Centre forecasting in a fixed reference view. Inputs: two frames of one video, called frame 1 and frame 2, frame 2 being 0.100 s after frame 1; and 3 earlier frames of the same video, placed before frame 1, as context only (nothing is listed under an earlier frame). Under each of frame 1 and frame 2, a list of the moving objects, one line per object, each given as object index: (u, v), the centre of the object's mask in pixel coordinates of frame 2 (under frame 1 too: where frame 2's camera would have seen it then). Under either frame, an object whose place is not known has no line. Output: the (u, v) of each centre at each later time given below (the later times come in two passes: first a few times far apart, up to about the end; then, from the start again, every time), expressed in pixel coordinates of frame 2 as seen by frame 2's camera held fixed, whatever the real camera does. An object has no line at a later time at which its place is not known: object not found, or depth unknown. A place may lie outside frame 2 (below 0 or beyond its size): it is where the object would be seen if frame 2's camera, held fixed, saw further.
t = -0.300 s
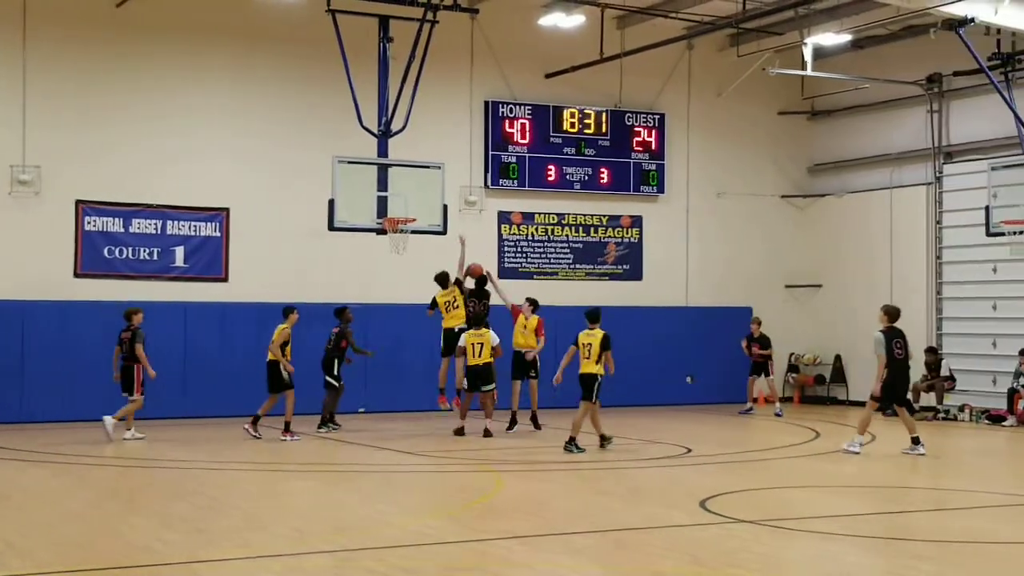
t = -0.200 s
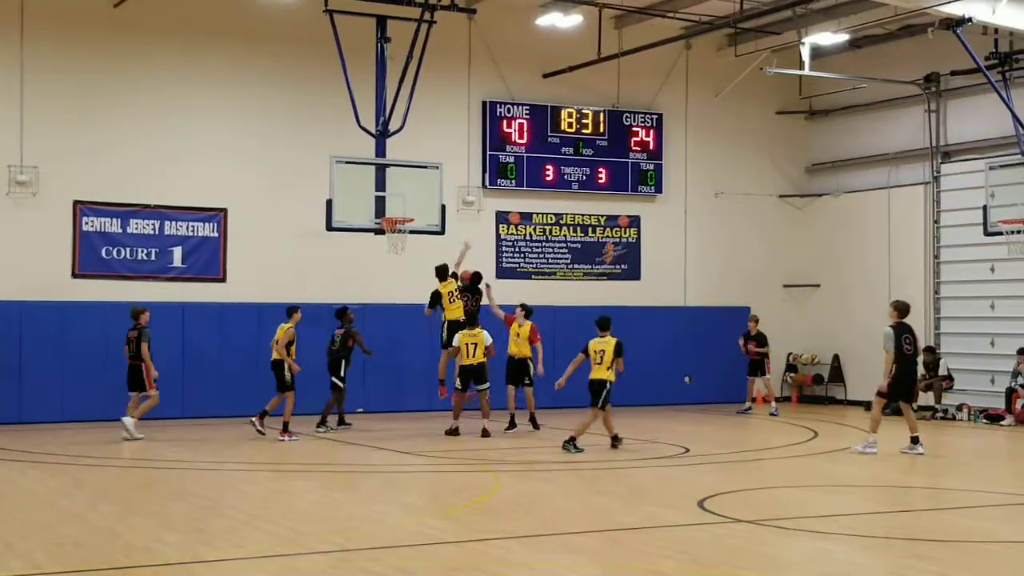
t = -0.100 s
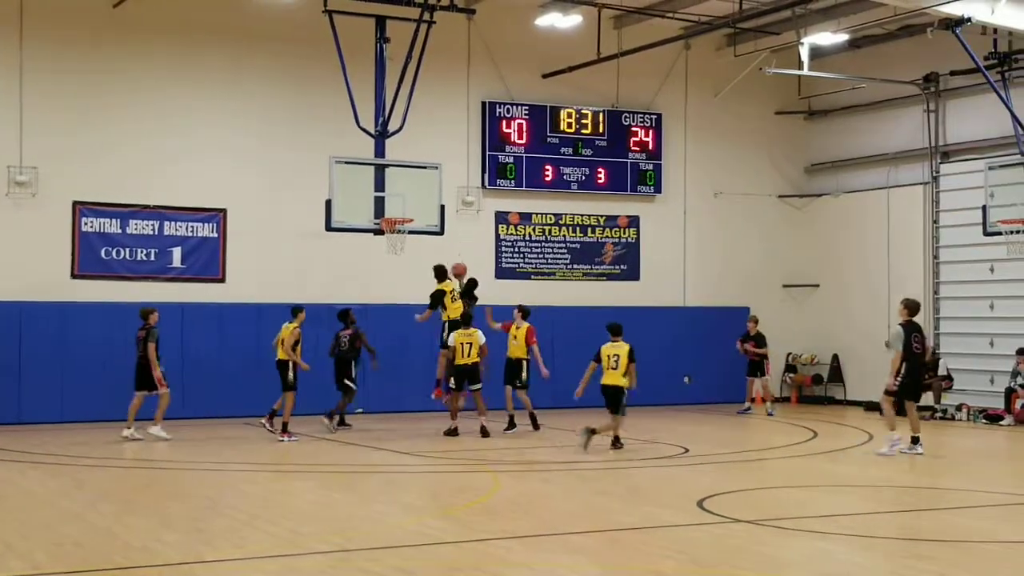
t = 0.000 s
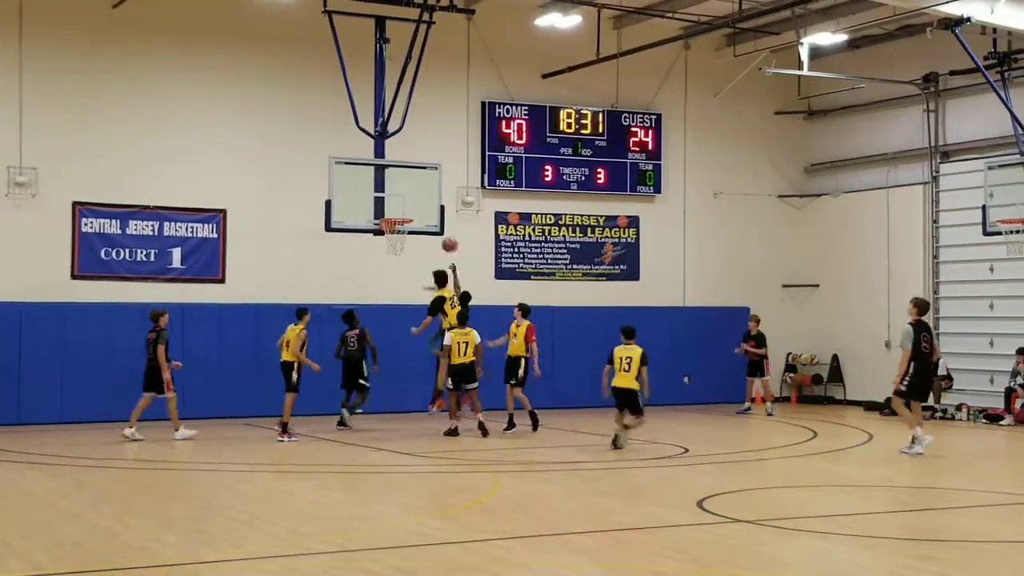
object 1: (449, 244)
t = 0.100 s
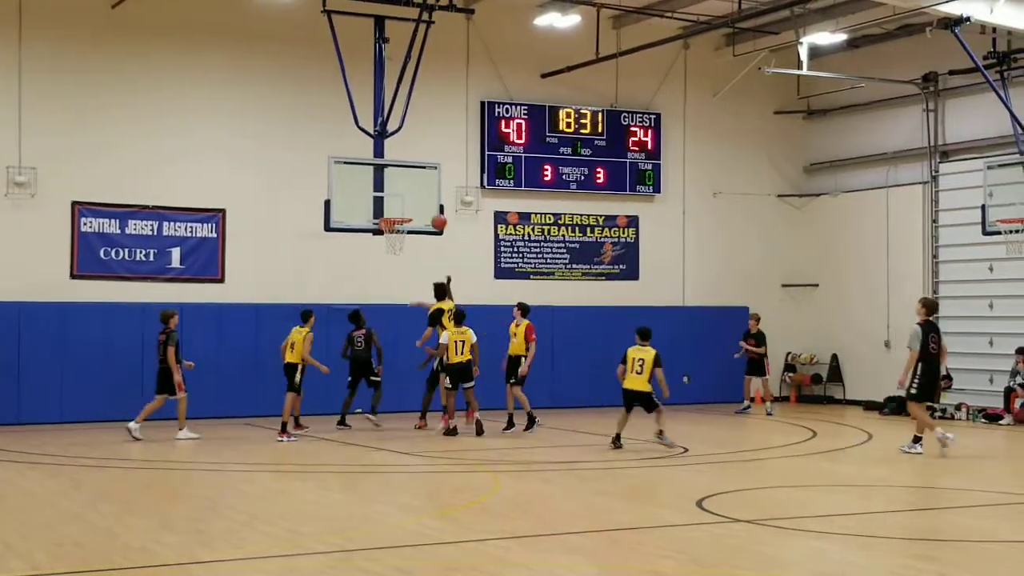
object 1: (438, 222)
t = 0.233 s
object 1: (426, 203)
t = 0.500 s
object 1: (400, 200)
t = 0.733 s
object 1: (397, 214)
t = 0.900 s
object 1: (394, 251)
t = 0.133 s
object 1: (435, 216)
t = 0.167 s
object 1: (432, 211)
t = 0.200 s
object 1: (429, 206)
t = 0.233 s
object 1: (426, 203)
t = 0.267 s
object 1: (422, 200)
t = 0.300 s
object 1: (419, 198)
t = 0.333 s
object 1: (416, 196)
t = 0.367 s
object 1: (413, 196)
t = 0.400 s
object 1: (409, 196)
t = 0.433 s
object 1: (406, 196)
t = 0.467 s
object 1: (402, 198)
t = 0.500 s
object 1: (400, 200)
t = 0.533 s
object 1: (399, 200)
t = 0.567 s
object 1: (399, 201)
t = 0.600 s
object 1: (398, 203)
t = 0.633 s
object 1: (397, 205)
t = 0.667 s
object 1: (397, 209)
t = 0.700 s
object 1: (396, 212)
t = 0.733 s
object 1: (397, 214)
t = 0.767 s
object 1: (395, 224)
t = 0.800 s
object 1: (396, 230)
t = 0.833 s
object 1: (395, 237)
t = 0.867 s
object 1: (395, 244)
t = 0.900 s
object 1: (394, 251)
